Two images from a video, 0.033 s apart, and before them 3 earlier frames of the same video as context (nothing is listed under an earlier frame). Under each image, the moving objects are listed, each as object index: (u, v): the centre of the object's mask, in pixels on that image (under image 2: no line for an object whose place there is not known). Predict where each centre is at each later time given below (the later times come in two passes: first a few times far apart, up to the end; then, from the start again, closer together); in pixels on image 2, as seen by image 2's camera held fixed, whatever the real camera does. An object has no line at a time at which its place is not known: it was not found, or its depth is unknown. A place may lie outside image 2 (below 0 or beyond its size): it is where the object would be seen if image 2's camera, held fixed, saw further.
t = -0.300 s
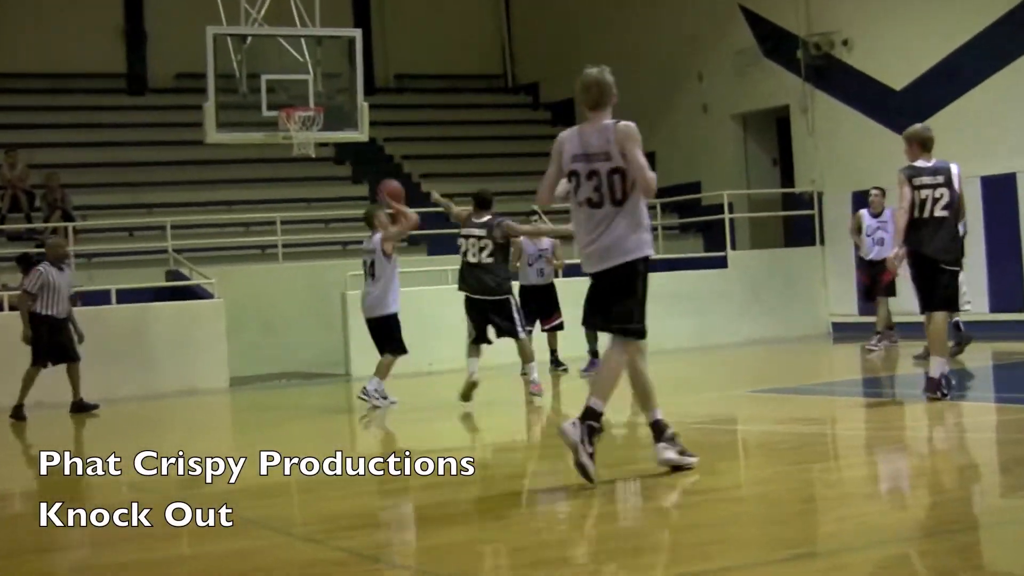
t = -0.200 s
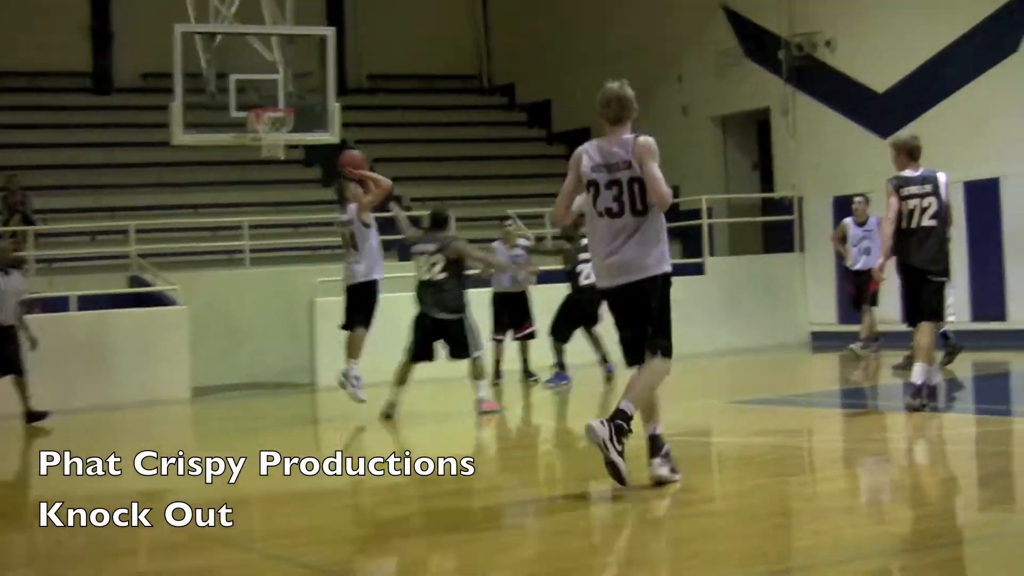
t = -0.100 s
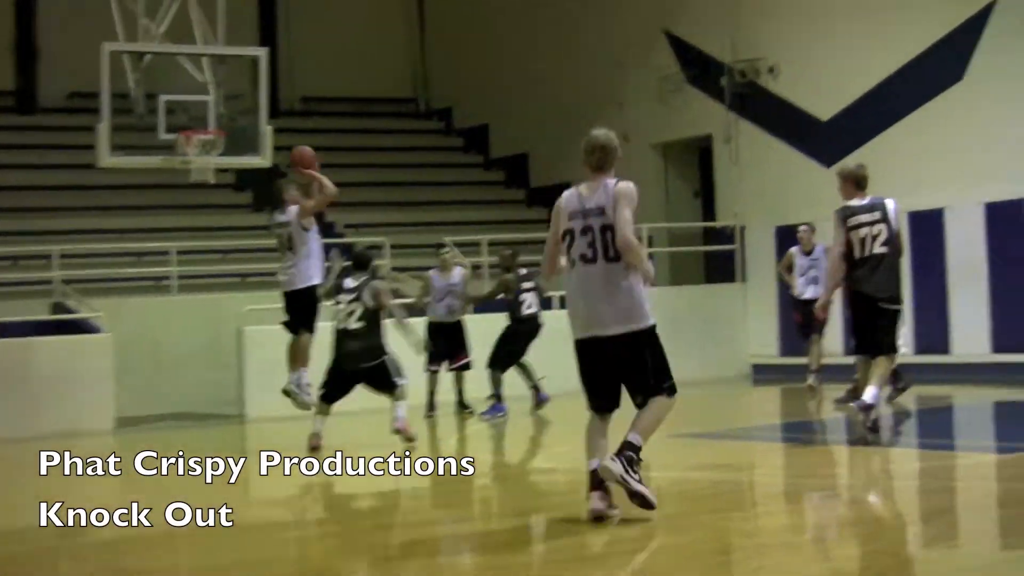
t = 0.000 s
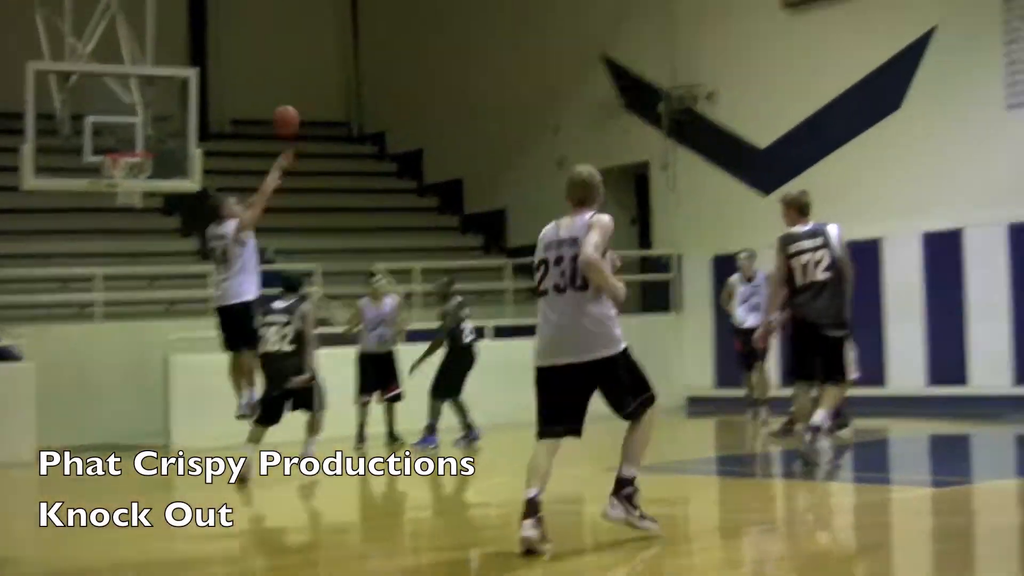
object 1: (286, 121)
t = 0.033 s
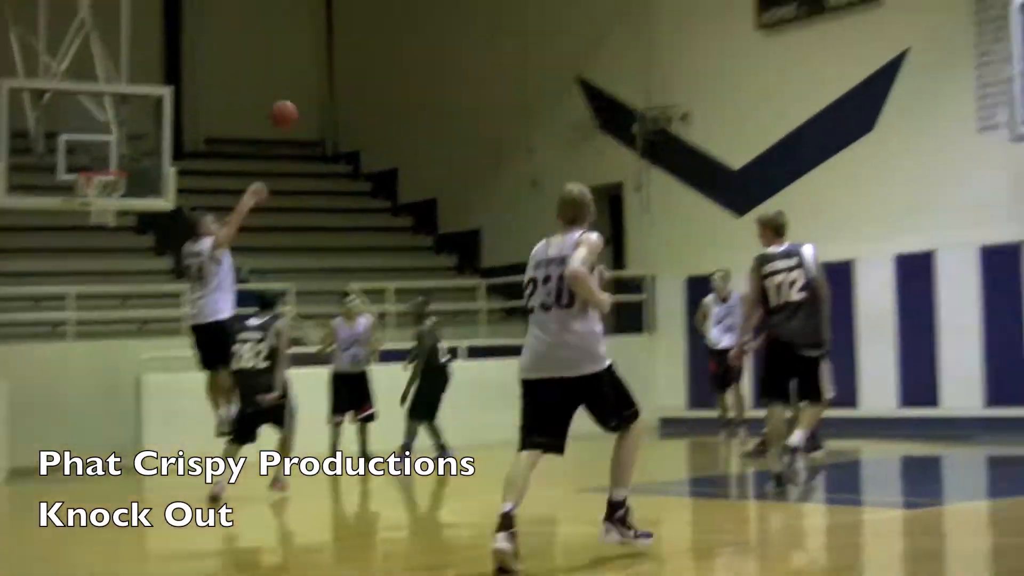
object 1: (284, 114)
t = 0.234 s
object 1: (419, 1)
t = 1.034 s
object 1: (993, 12)
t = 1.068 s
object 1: (1018, 29)
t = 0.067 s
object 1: (306, 91)
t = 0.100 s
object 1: (329, 70)
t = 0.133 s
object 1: (351, 50)
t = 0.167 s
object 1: (373, 32)
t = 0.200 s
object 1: (396, 18)
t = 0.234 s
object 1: (419, 1)
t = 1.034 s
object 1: (993, 12)
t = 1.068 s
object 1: (1018, 29)
